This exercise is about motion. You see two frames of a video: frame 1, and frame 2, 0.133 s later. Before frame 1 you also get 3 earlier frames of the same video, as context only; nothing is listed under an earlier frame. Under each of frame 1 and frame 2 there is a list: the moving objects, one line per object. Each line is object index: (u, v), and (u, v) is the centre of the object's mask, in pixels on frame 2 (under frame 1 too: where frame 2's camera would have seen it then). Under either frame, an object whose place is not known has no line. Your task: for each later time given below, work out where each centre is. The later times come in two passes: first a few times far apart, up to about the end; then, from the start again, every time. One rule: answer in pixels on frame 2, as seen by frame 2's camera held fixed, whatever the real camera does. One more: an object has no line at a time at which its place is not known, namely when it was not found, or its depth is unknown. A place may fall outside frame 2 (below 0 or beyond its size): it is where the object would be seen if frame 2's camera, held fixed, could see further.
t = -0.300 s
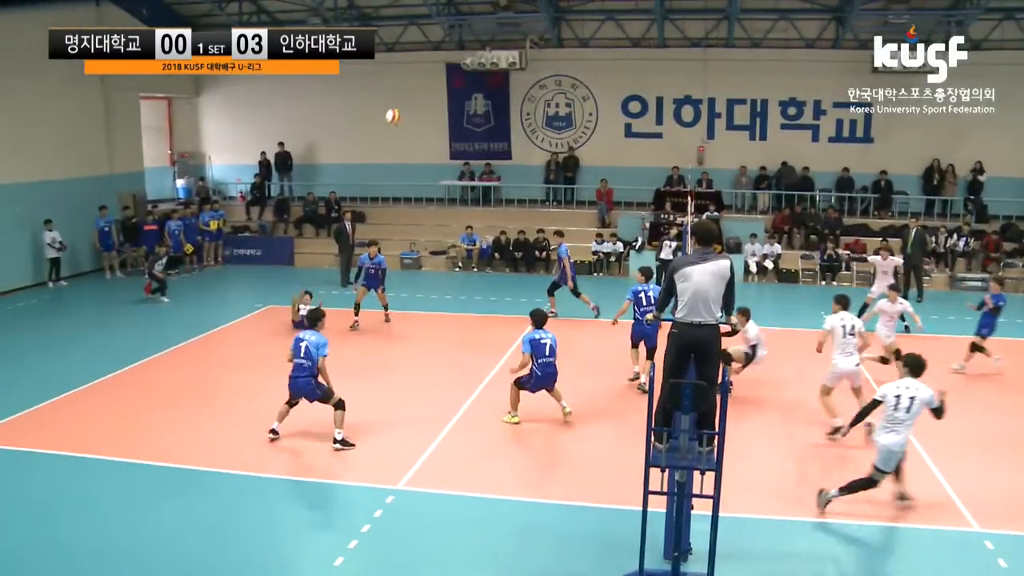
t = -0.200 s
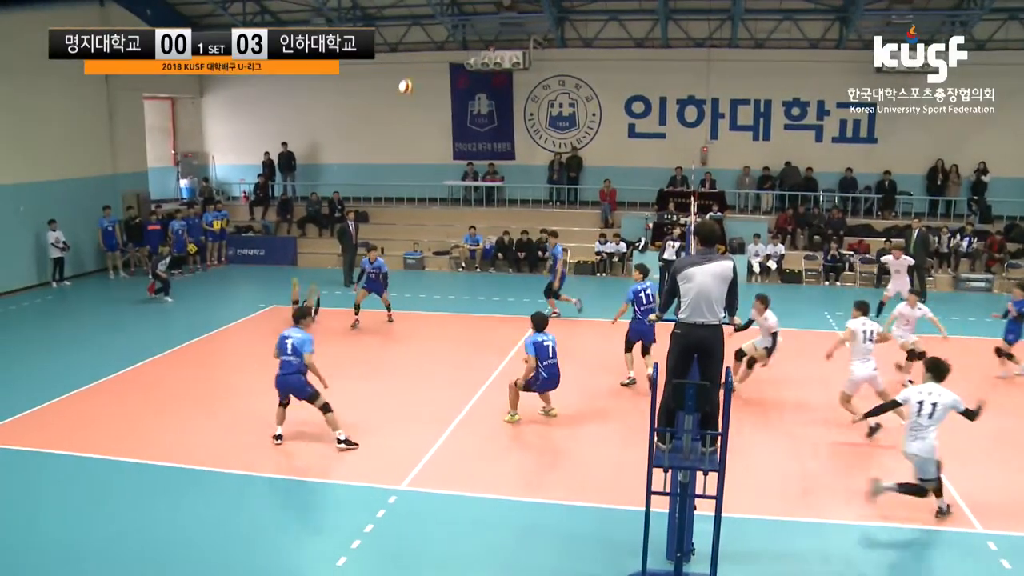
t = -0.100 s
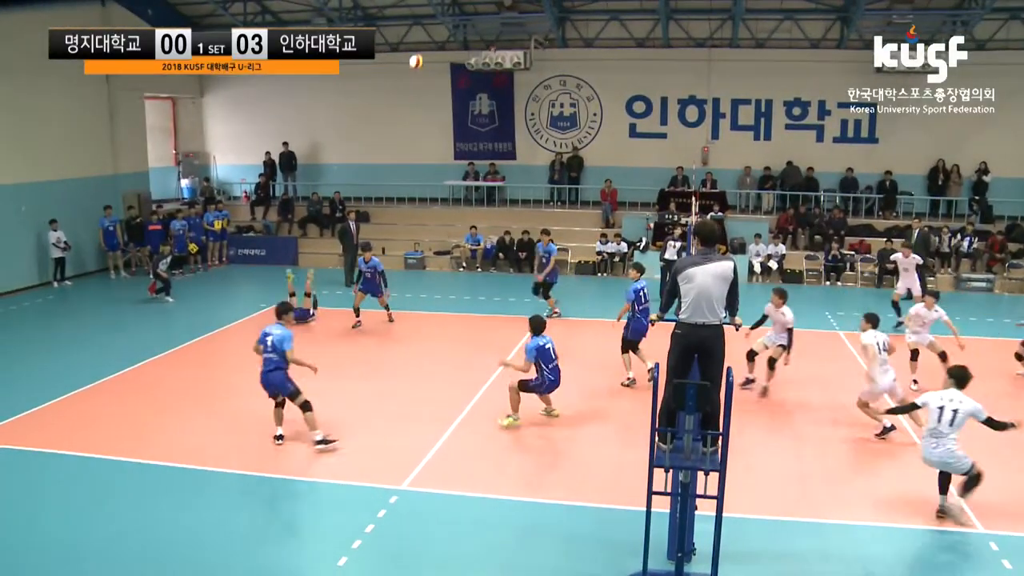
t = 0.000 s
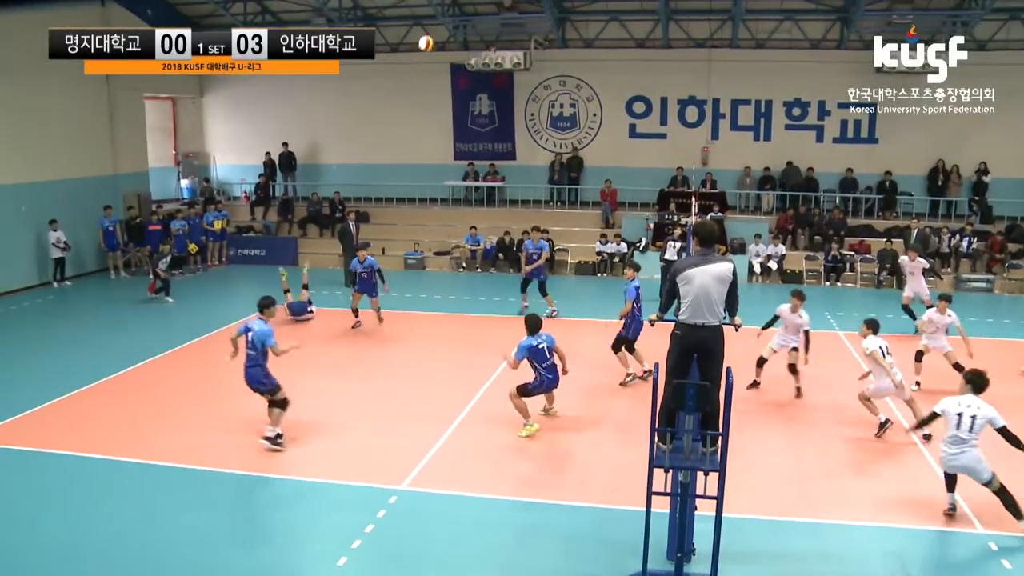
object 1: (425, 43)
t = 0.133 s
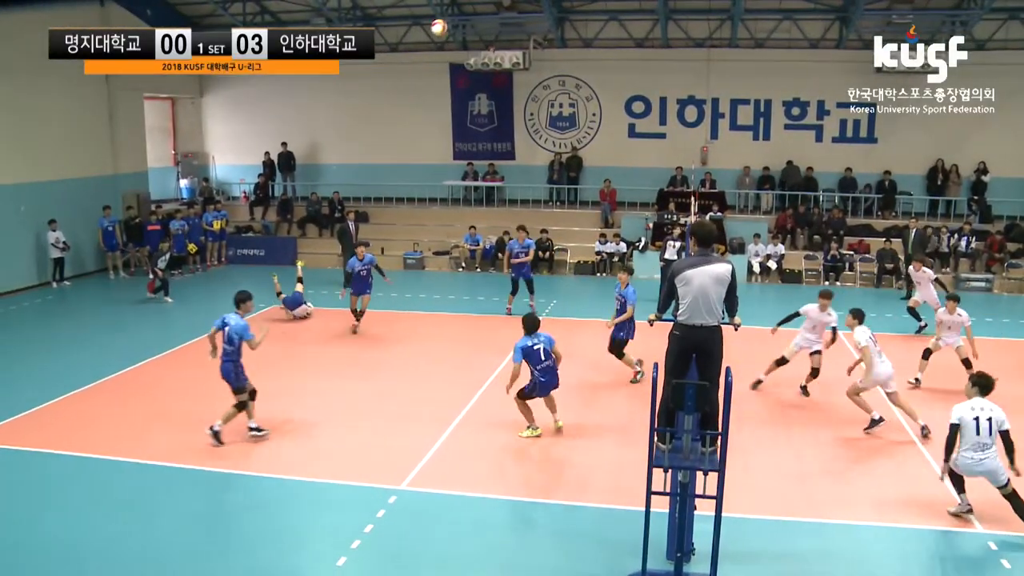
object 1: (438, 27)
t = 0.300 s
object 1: (456, 24)
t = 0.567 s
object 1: (485, 66)
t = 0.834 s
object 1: (519, 170)
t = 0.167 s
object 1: (443, 25)
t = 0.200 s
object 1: (445, 24)
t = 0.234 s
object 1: (449, 23)
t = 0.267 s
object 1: (453, 23)
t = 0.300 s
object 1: (456, 24)
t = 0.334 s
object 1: (460, 27)
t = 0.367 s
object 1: (464, 29)
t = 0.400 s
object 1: (467, 33)
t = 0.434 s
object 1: (470, 37)
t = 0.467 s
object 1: (474, 42)
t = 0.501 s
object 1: (478, 48)
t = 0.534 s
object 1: (481, 56)
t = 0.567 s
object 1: (485, 66)
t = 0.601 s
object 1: (490, 76)
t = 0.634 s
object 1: (493, 86)
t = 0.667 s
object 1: (498, 97)
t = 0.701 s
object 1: (502, 110)
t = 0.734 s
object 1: (506, 124)
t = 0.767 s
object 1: (510, 138)
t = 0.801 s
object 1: (515, 154)
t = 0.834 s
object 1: (519, 170)
